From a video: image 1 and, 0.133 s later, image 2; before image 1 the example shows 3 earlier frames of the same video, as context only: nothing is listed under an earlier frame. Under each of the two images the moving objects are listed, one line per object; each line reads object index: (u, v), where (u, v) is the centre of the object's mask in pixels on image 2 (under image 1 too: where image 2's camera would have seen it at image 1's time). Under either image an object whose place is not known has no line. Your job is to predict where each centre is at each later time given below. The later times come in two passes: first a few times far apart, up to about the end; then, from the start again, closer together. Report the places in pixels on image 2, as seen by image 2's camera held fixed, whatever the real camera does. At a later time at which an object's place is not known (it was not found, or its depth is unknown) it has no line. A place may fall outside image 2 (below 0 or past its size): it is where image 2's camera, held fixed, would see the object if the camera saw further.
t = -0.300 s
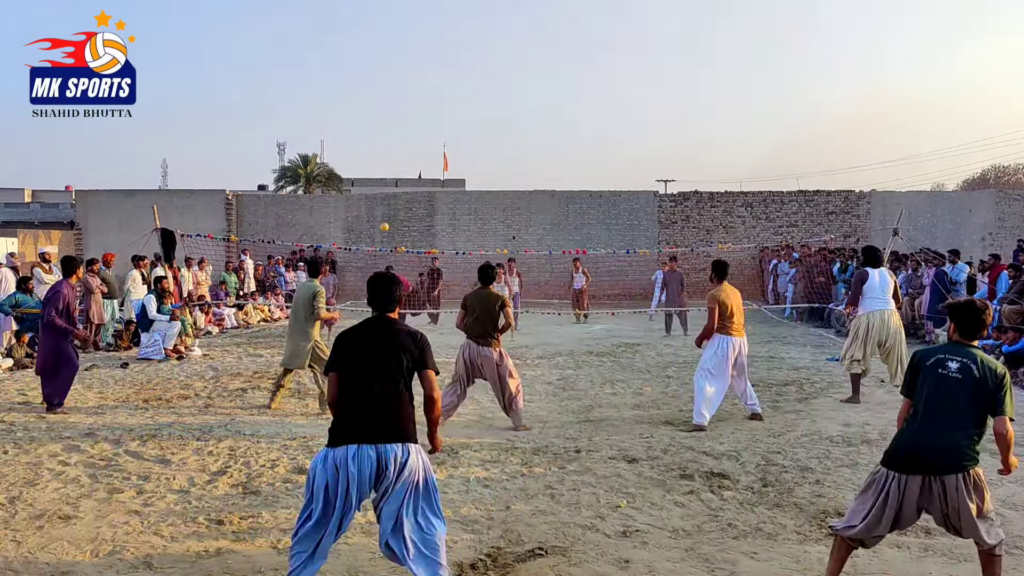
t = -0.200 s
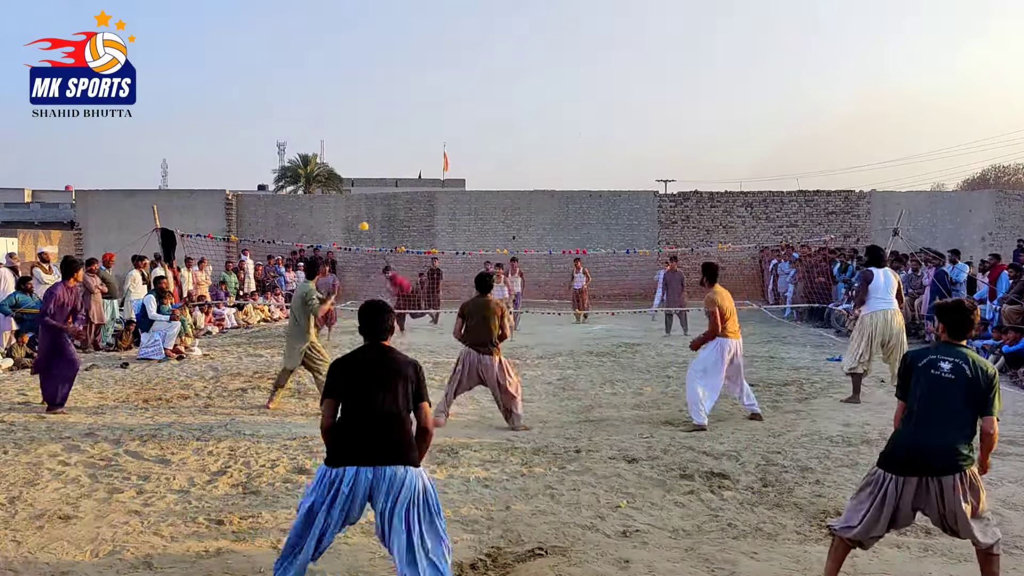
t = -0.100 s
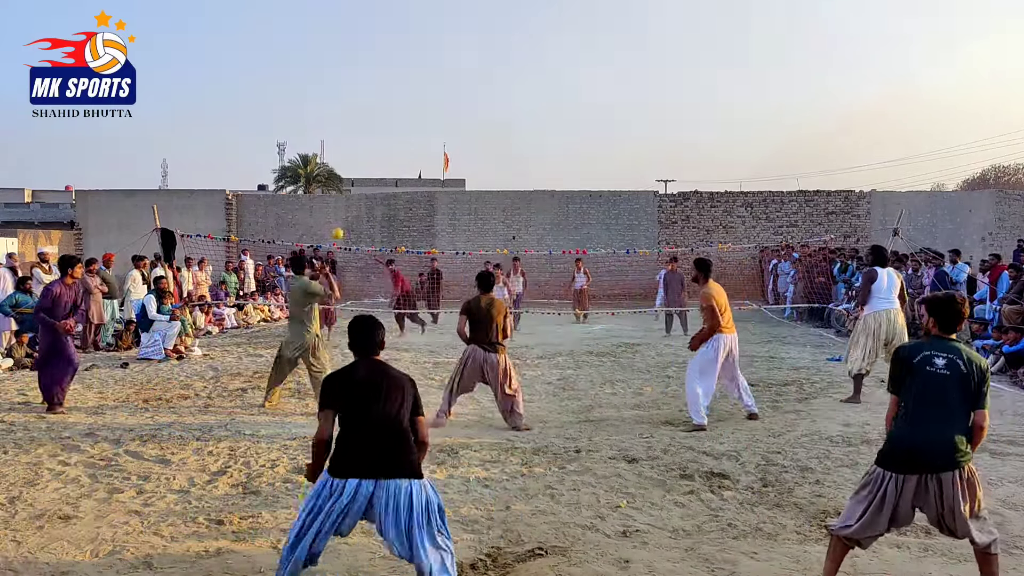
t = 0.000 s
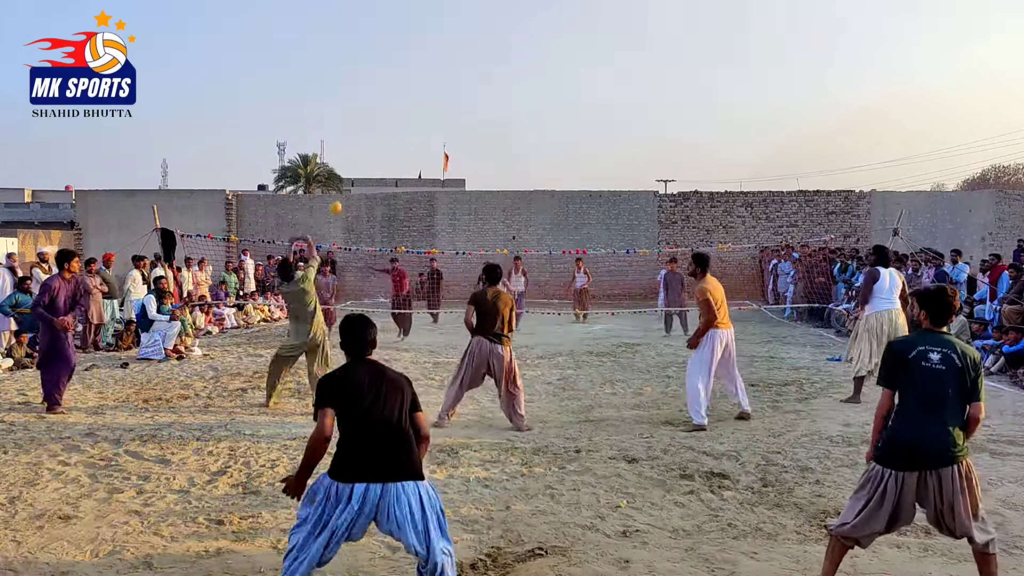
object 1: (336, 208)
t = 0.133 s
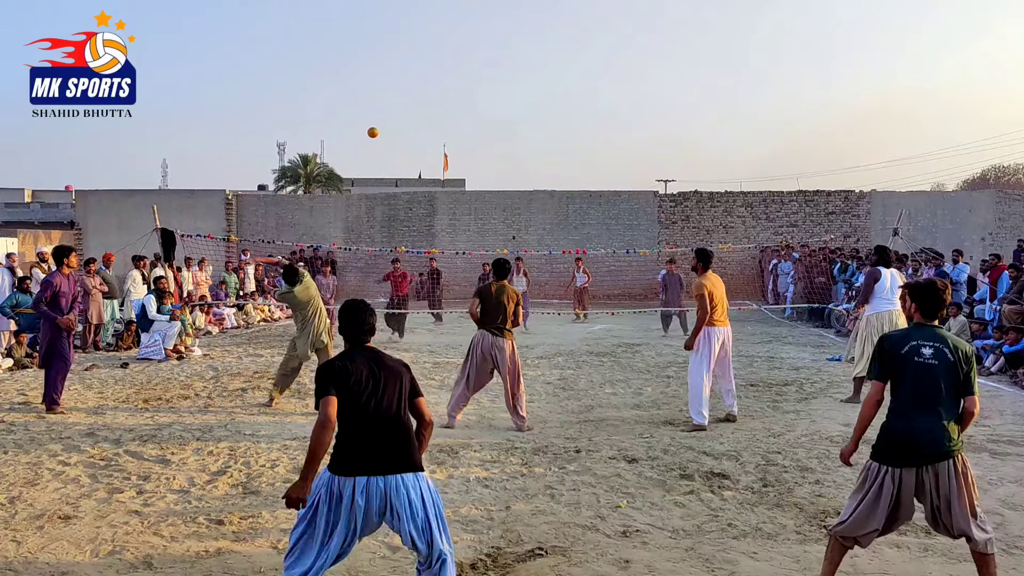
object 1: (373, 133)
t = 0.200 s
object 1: (389, 107)
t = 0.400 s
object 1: (432, 65)
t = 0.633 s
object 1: (473, 60)
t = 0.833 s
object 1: (502, 80)
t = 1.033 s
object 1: (528, 114)
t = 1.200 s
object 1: (547, 150)
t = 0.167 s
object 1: (381, 119)
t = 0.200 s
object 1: (389, 107)
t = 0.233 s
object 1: (397, 97)
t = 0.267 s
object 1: (404, 88)
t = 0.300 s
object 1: (411, 81)
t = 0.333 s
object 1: (419, 74)
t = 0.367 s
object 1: (425, 70)
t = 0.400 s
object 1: (432, 65)
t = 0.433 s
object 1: (438, 62)
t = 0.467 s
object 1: (445, 60)
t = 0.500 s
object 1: (450, 59)
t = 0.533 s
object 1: (456, 58)
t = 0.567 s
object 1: (462, 58)
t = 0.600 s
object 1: (467, 59)
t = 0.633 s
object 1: (473, 60)
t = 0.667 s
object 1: (478, 62)
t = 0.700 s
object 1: (483, 65)
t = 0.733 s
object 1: (488, 68)
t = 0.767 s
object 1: (493, 71)
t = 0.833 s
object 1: (502, 80)
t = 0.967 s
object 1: (520, 101)
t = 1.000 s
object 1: (524, 107)
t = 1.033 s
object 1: (528, 114)
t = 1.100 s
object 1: (536, 127)
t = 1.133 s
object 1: (540, 135)
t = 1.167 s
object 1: (544, 142)
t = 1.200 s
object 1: (547, 150)
